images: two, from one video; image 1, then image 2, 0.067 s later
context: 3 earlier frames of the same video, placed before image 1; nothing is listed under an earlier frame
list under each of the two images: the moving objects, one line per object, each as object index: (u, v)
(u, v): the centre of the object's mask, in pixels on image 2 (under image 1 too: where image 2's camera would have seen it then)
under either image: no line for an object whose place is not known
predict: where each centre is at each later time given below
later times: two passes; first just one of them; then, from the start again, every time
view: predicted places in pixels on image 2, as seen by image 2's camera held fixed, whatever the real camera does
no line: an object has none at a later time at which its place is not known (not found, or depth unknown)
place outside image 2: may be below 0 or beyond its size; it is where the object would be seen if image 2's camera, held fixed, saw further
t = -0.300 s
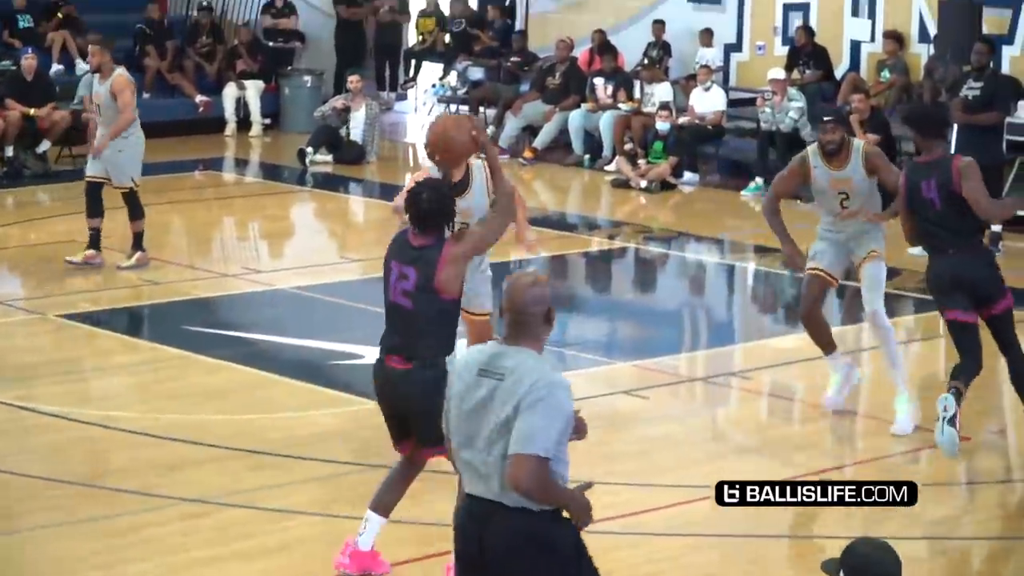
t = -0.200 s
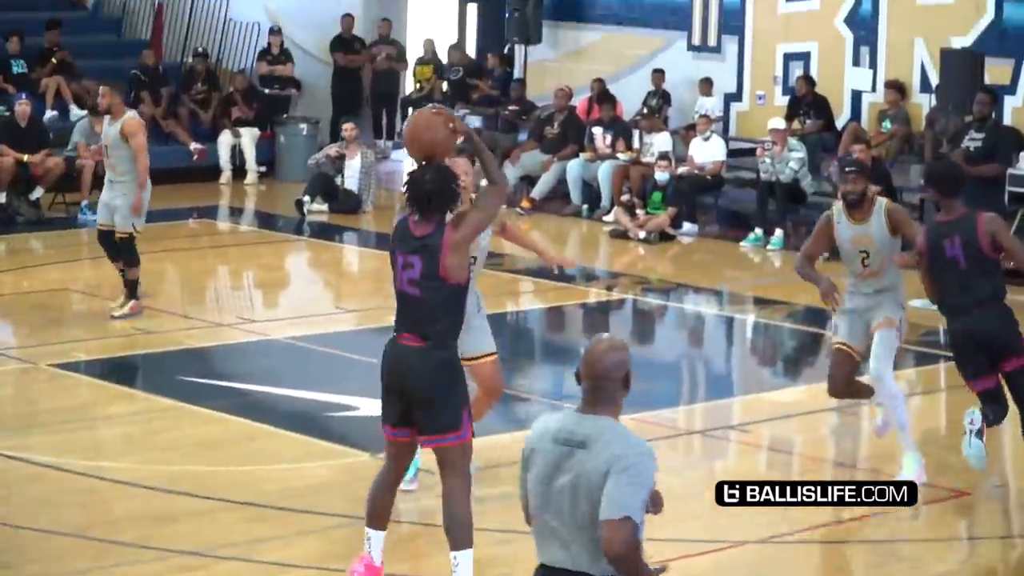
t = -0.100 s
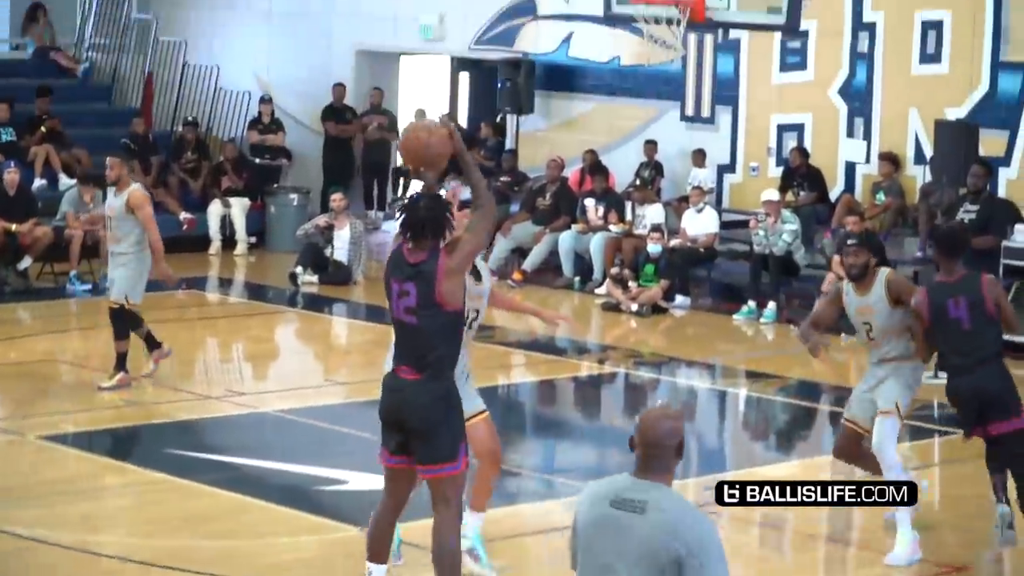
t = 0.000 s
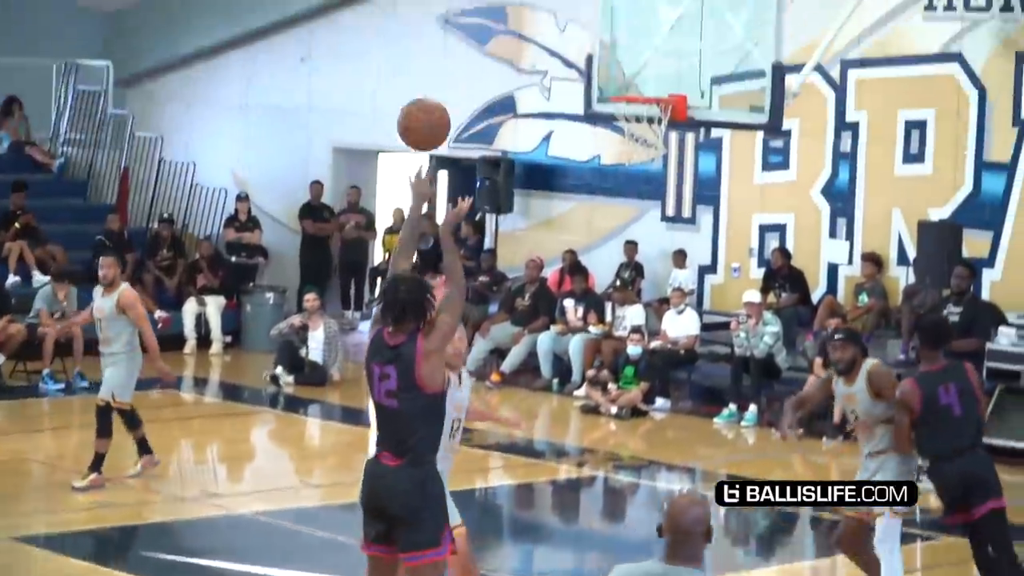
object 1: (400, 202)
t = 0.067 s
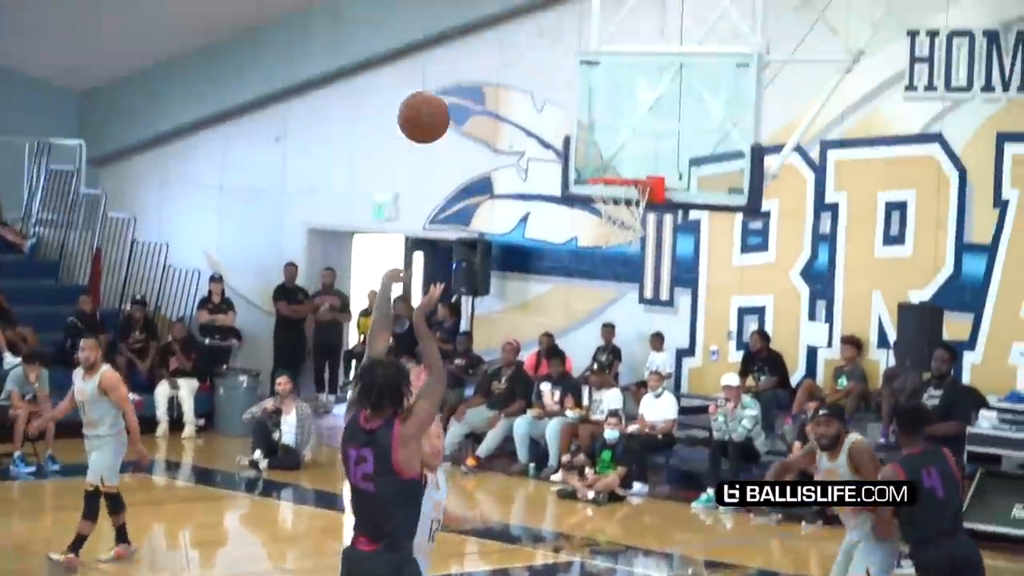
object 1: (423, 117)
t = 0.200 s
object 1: (467, -13)
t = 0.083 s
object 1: (429, 98)
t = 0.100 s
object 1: (434, 81)
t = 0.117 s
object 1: (441, 63)
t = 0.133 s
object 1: (446, 46)
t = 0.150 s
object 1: (452, 31)
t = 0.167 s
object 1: (457, 15)
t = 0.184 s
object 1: (461, 2)
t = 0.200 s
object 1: (467, -13)
